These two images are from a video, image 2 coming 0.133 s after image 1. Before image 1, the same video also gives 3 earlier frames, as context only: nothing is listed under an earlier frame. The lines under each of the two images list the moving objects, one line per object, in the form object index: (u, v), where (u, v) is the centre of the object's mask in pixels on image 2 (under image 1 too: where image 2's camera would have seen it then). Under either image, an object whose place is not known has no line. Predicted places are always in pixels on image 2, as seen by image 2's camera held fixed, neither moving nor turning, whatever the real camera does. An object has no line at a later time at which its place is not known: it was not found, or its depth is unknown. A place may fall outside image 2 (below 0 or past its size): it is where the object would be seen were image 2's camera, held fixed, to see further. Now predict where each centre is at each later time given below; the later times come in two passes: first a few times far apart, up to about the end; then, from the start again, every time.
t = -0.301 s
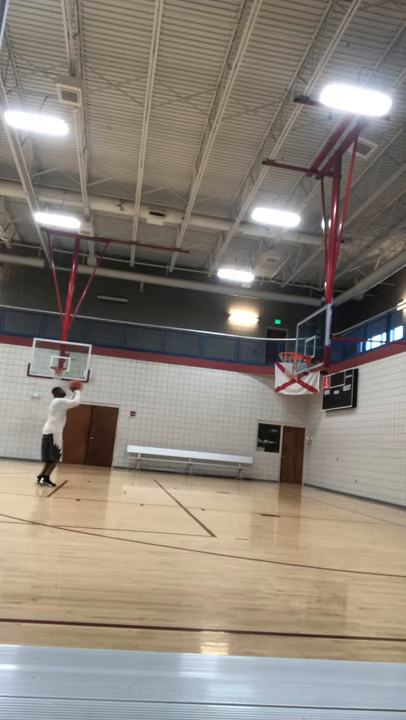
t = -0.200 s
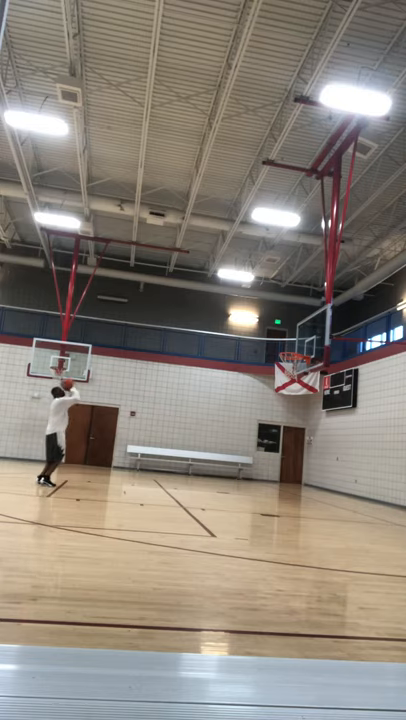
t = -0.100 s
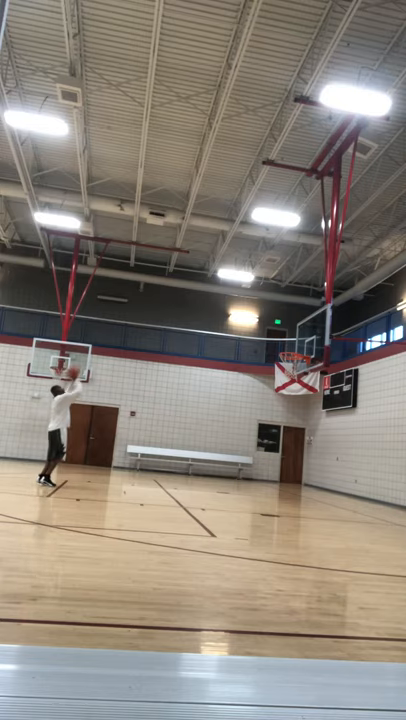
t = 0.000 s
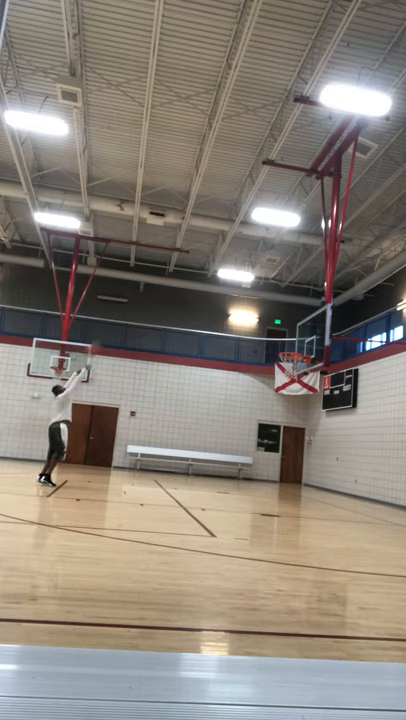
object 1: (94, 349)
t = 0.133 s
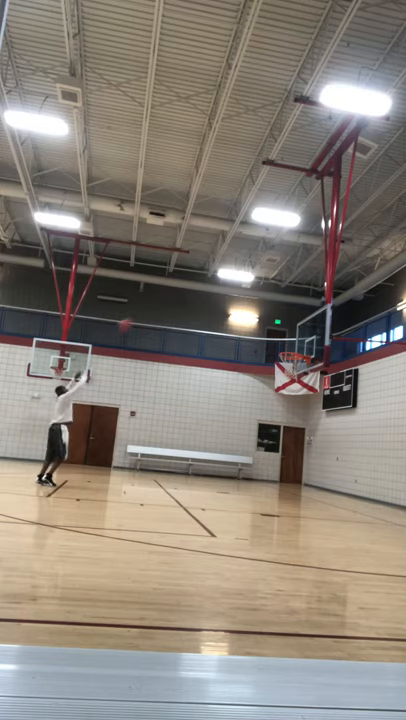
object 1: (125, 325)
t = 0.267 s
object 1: (154, 310)
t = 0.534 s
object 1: (209, 301)
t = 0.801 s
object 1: (261, 326)
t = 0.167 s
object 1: (133, 320)
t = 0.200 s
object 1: (140, 315)
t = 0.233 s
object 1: (147, 313)
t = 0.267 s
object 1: (154, 310)
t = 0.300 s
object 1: (161, 307)
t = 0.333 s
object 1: (169, 305)
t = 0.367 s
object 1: (176, 303)
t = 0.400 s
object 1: (183, 302)
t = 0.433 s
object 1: (190, 301)
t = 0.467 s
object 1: (197, 301)
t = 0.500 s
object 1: (203, 301)
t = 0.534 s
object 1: (209, 301)
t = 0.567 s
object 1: (216, 304)
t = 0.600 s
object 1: (222, 304)
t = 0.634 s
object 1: (229, 307)
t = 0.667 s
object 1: (235, 309)
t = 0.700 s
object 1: (242, 312)
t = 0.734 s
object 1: (247, 316)
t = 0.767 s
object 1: (255, 321)
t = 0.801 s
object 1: (261, 326)
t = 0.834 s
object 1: (266, 330)
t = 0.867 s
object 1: (272, 335)
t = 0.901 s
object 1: (277, 341)
